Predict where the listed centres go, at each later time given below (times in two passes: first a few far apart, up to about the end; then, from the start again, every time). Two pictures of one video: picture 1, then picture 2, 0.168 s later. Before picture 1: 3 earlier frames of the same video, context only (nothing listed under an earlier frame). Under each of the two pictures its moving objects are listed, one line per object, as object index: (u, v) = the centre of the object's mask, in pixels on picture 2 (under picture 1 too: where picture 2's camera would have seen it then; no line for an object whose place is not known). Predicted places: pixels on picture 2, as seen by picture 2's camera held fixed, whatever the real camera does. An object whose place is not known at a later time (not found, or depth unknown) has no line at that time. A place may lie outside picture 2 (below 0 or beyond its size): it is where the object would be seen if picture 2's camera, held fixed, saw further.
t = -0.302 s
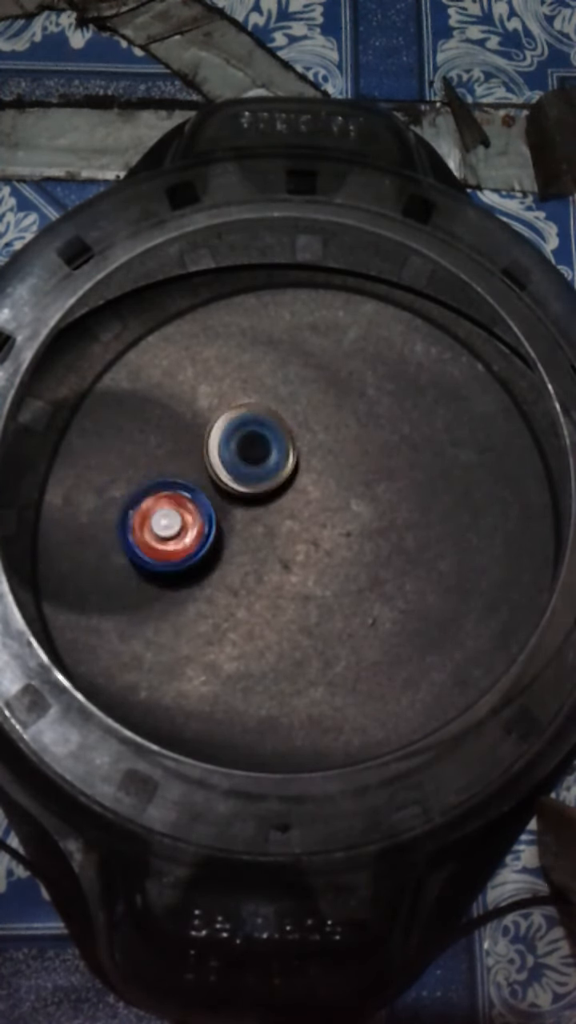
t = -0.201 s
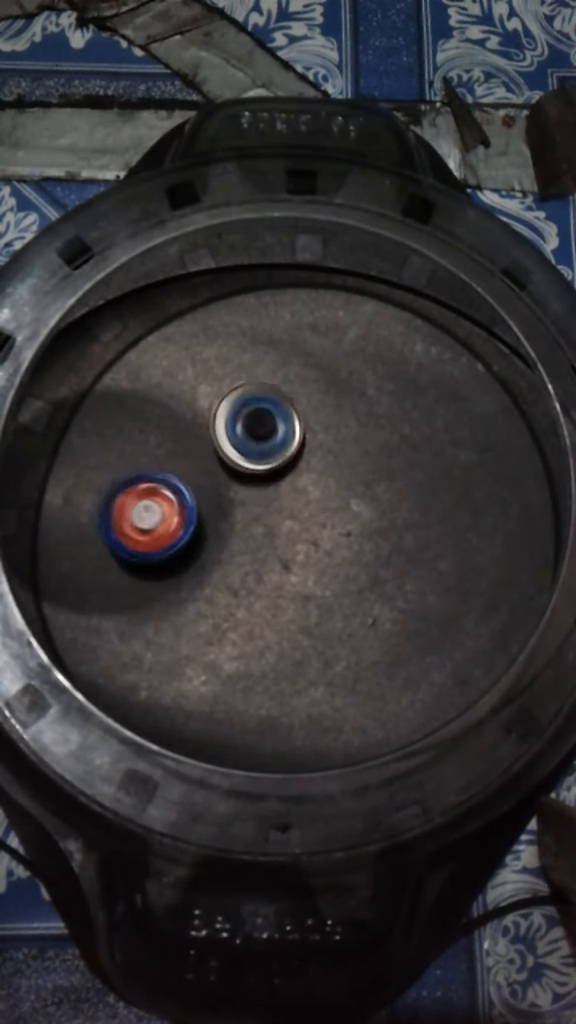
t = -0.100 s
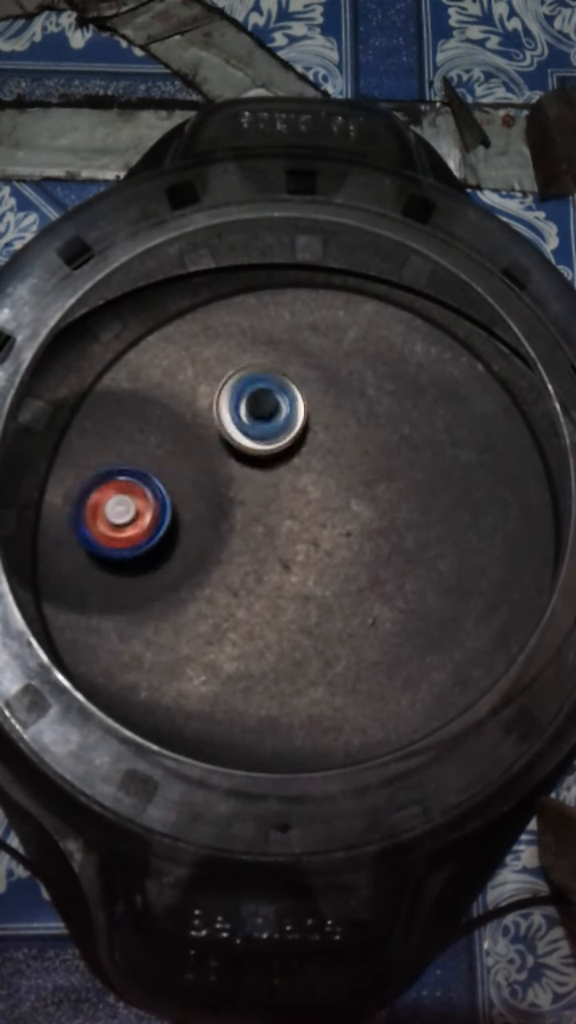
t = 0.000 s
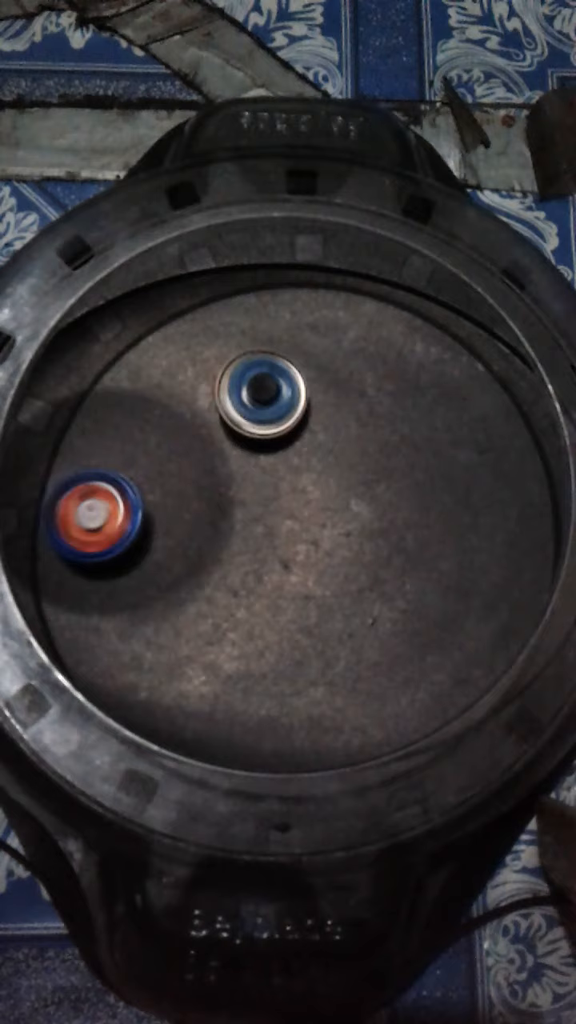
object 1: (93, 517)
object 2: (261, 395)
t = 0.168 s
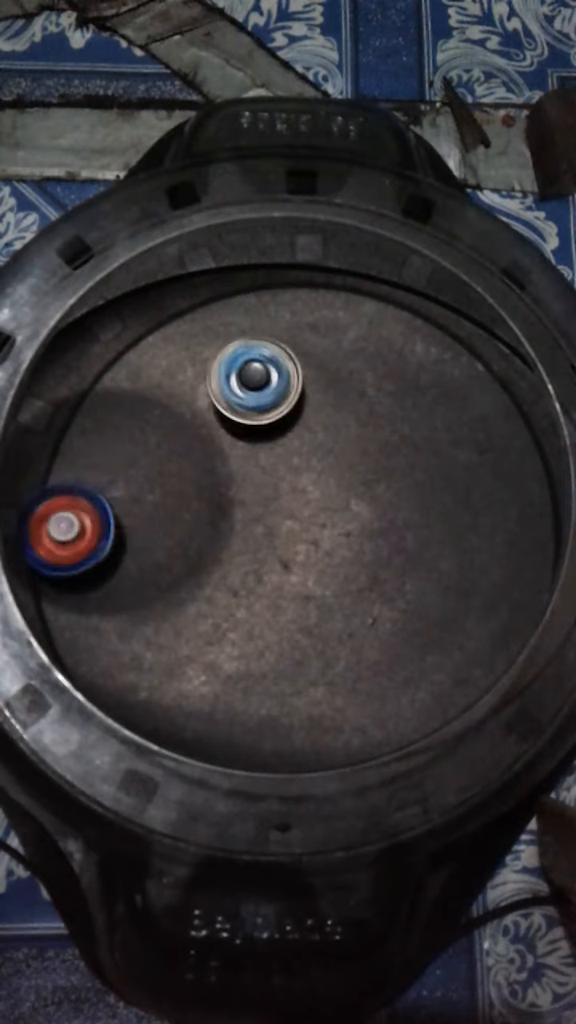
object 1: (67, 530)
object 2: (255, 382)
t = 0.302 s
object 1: (71, 535)
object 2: (240, 380)
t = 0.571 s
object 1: (83, 473)
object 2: (200, 403)
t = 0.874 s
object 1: (42, 497)
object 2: (129, 420)
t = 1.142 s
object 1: (121, 525)
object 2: (68, 408)
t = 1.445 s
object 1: (164, 473)
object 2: (40, 455)
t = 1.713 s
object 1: (122, 460)
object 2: (39, 521)
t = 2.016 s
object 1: (156, 496)
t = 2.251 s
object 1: (173, 487)
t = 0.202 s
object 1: (67, 534)
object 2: (251, 380)
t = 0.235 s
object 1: (67, 535)
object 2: (248, 378)
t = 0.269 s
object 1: (69, 536)
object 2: (245, 378)
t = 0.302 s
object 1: (71, 535)
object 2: (240, 380)
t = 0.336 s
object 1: (76, 534)
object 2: (235, 380)
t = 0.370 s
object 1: (80, 530)
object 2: (233, 382)
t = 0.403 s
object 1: (86, 521)
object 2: (226, 386)
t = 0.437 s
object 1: (89, 513)
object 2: (220, 389)
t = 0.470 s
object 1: (90, 501)
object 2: (216, 392)
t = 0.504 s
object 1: (90, 493)
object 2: (210, 398)
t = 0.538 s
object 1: (88, 483)
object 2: (205, 399)
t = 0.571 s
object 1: (83, 473)
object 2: (200, 403)
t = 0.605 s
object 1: (77, 464)
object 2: (194, 406)
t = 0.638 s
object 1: (70, 459)
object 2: (184, 410)
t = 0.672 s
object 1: (59, 454)
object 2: (176, 411)
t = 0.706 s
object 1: (52, 454)
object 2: (171, 414)
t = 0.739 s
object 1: (42, 458)
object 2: (161, 418)
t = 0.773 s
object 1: (38, 465)
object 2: (151, 417)
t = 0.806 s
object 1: (37, 477)
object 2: (145, 417)
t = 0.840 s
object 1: (37, 487)
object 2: (137, 419)
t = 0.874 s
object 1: (42, 497)
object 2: (129, 420)
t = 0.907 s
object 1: (48, 503)
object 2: (118, 419)
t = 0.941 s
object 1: (62, 506)
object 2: (110, 420)
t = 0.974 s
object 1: (72, 507)
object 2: (104, 420)
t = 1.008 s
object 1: (81, 511)
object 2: (97, 415)
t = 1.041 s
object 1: (90, 518)
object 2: (92, 413)
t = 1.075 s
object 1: (102, 521)
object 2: (87, 415)
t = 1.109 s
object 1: (113, 524)
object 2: (75, 411)
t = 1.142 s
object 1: (121, 525)
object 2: (68, 408)
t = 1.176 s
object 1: (132, 524)
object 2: (64, 407)
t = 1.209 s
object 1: (142, 523)
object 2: (59, 410)
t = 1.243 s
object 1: (150, 518)
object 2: (54, 412)
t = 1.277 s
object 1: (162, 509)
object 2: (49, 421)
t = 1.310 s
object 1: (166, 501)
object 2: (45, 428)
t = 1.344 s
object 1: (169, 494)
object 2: (43, 432)
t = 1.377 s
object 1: (169, 485)
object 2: (45, 437)
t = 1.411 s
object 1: (168, 478)
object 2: (44, 446)
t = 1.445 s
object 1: (164, 473)
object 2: (40, 455)
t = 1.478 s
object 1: (158, 465)
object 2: (39, 466)
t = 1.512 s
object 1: (152, 462)
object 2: (41, 474)
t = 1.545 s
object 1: (142, 459)
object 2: (40, 479)
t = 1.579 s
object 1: (133, 457)
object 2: (40, 489)
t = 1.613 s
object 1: (129, 458)
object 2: (38, 500)
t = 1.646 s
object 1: (129, 455)
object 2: (39, 509)
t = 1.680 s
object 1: (128, 457)
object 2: (38, 516)
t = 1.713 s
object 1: (122, 460)
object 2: (39, 521)
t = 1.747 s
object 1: (119, 463)
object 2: (41, 525)
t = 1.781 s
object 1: (121, 469)
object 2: (42, 531)
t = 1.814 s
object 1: (124, 475)
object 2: (42, 536)
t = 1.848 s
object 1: (129, 477)
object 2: (45, 540)
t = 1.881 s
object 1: (134, 482)
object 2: (46, 546)
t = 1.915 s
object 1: (139, 488)
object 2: (46, 548)
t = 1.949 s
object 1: (145, 490)
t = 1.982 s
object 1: (151, 493)
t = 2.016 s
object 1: (156, 496)
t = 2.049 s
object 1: (160, 495)
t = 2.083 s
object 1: (165, 496)
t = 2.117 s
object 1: (168, 497)
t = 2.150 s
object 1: (171, 494)
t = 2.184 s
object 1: (175, 493)
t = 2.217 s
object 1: (175, 491)
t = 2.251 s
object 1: (173, 487)
